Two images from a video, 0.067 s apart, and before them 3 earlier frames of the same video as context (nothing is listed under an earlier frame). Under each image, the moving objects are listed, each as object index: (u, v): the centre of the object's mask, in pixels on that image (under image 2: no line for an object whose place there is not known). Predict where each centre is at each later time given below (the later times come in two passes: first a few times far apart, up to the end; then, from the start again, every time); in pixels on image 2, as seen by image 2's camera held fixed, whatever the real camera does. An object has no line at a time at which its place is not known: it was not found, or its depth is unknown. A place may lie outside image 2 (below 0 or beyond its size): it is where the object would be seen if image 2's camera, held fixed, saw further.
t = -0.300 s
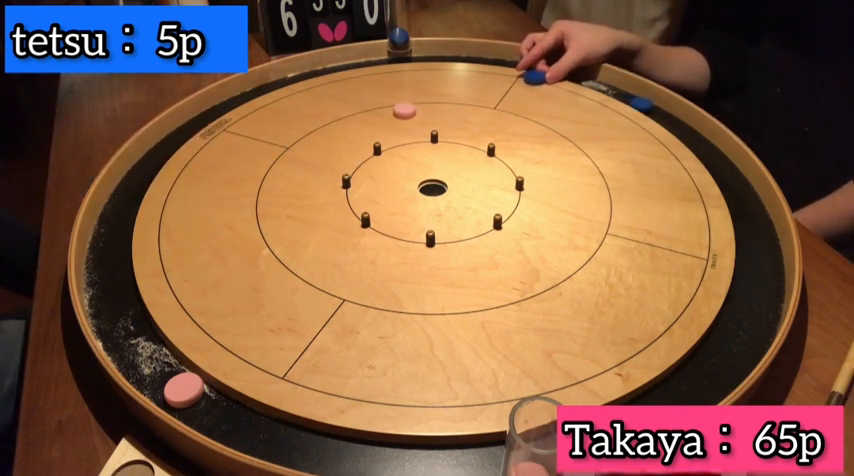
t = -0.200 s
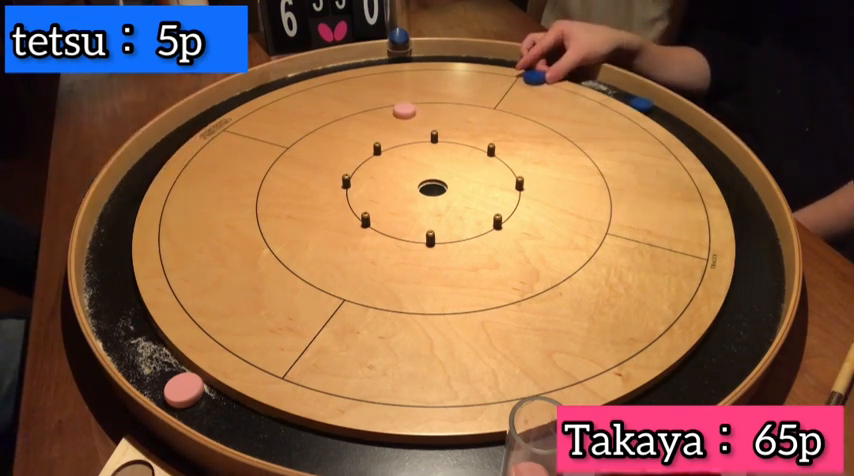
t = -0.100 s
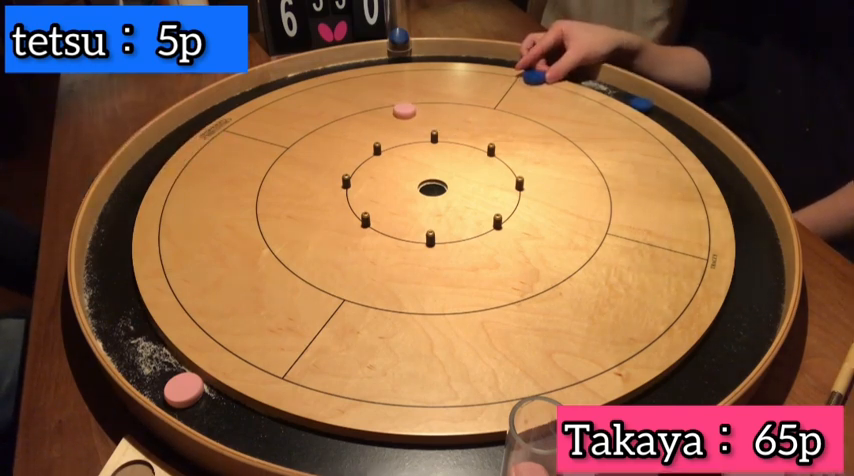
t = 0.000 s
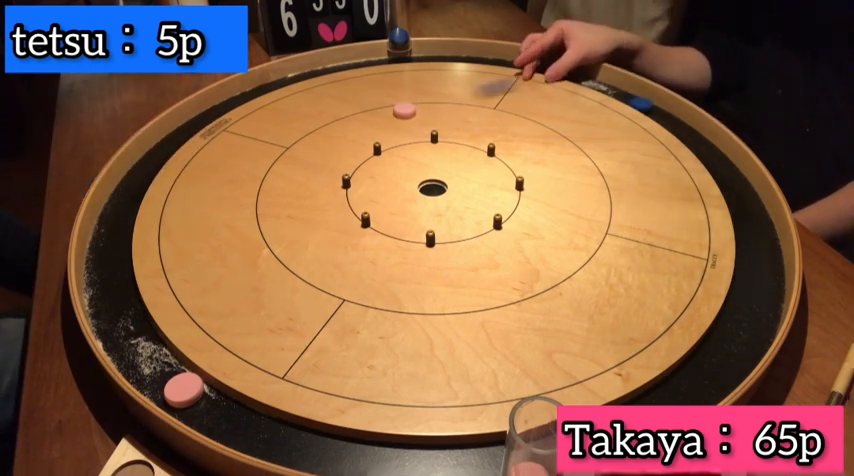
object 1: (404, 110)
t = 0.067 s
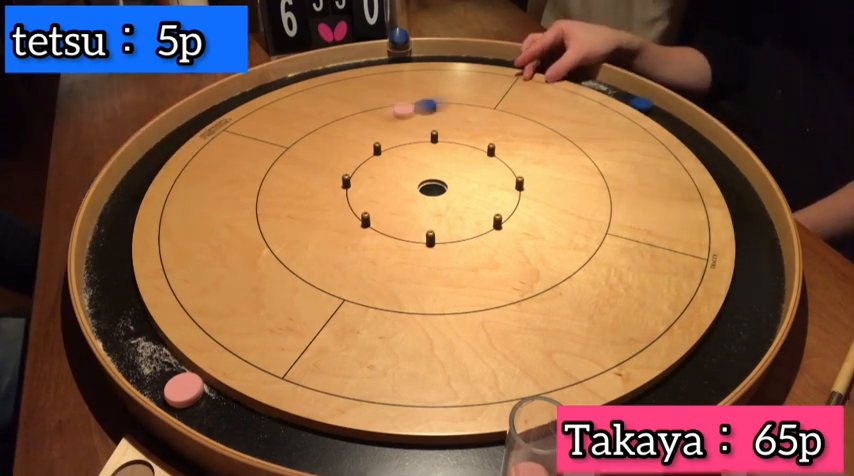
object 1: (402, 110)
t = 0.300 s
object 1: (165, 166)
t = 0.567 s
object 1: (120, 212)
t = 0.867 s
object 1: (122, 215)
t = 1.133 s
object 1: (122, 215)
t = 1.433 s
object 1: (122, 215)
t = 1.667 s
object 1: (122, 215)
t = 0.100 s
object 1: (372, 119)
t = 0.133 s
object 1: (338, 126)
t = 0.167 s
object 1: (306, 134)
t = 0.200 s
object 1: (270, 141)
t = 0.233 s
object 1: (236, 151)
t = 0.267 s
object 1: (205, 158)
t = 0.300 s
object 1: (165, 166)
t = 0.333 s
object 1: (139, 174)
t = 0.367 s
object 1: (127, 187)
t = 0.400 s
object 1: (130, 194)
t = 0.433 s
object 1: (124, 200)
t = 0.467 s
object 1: (115, 205)
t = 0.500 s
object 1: (116, 208)
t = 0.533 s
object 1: (118, 210)
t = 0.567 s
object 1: (120, 212)
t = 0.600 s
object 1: (121, 213)
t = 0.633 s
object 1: (122, 214)
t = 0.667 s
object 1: (122, 214)
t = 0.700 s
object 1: (122, 214)
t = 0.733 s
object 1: (122, 214)
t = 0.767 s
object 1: (122, 215)
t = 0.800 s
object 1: (122, 215)
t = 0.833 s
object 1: (122, 215)
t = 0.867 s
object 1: (122, 215)
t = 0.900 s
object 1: (122, 215)
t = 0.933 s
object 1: (122, 215)
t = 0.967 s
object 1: (122, 215)
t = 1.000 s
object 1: (122, 215)
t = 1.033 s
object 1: (122, 215)
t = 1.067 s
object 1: (122, 215)
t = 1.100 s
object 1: (122, 215)
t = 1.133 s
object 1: (122, 215)
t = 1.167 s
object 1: (122, 215)
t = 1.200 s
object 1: (122, 215)
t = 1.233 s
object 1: (122, 215)
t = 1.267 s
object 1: (122, 215)
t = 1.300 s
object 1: (122, 215)
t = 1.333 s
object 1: (122, 215)
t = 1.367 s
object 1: (122, 215)
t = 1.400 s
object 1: (122, 215)
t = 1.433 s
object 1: (122, 215)
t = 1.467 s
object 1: (122, 215)
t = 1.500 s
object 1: (122, 215)
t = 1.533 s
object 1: (122, 215)
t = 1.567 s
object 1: (122, 215)
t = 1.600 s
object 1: (122, 215)
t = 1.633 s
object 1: (122, 215)
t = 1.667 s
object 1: (122, 215)
